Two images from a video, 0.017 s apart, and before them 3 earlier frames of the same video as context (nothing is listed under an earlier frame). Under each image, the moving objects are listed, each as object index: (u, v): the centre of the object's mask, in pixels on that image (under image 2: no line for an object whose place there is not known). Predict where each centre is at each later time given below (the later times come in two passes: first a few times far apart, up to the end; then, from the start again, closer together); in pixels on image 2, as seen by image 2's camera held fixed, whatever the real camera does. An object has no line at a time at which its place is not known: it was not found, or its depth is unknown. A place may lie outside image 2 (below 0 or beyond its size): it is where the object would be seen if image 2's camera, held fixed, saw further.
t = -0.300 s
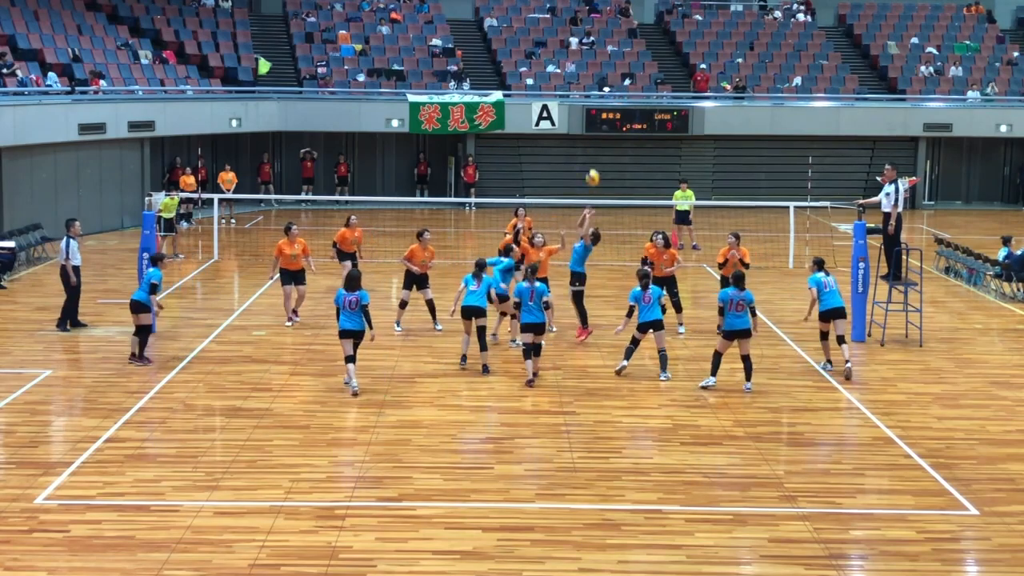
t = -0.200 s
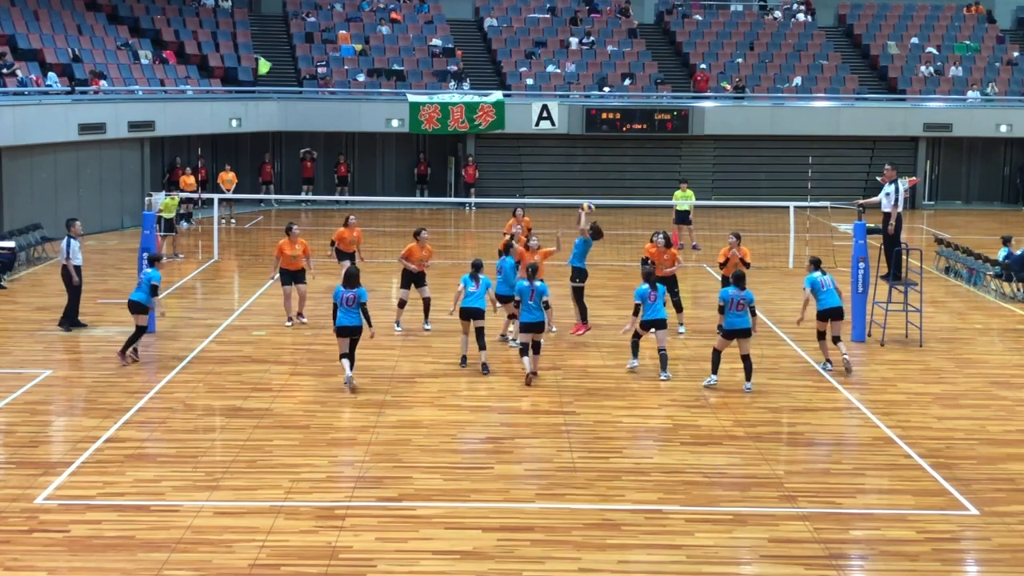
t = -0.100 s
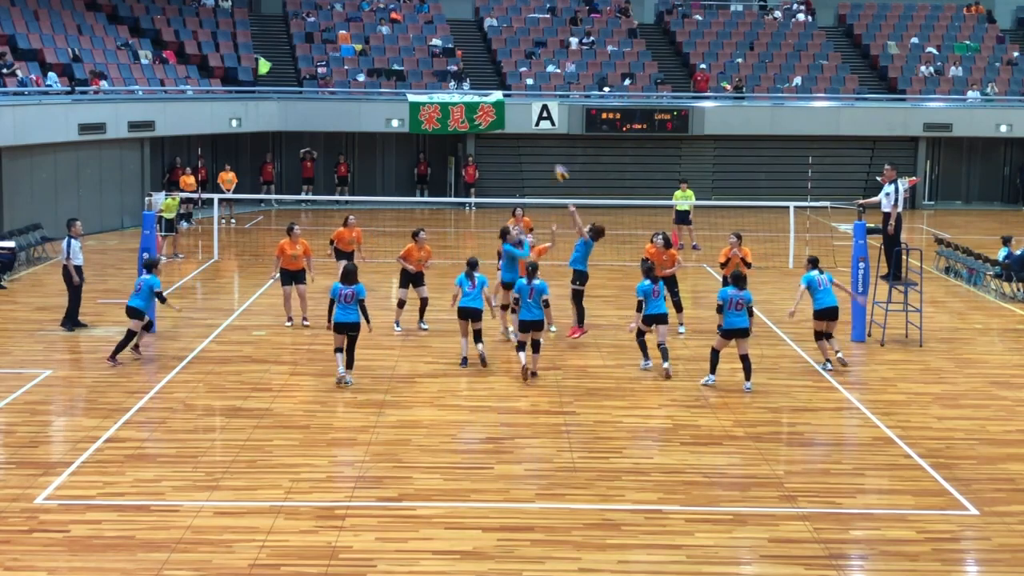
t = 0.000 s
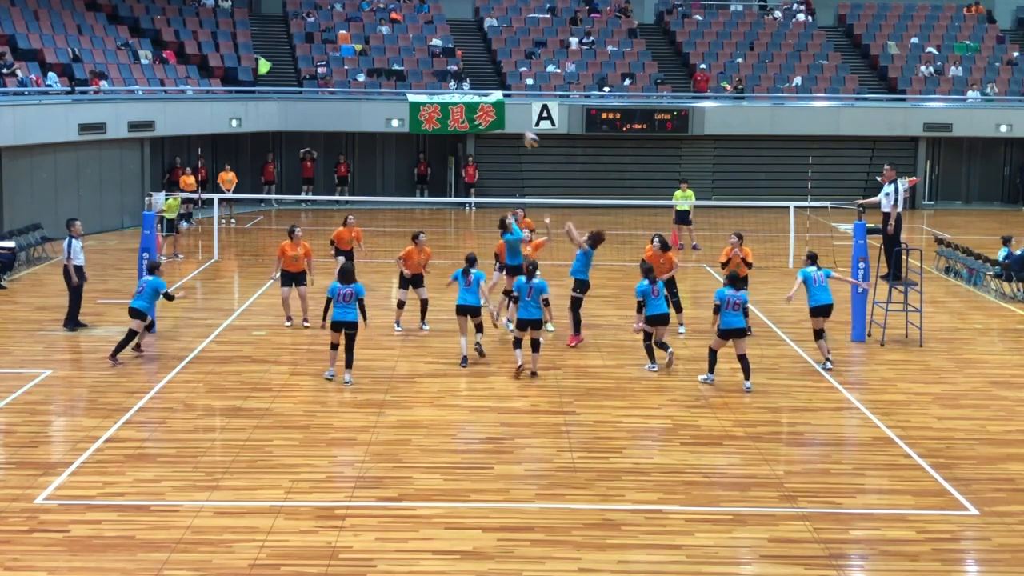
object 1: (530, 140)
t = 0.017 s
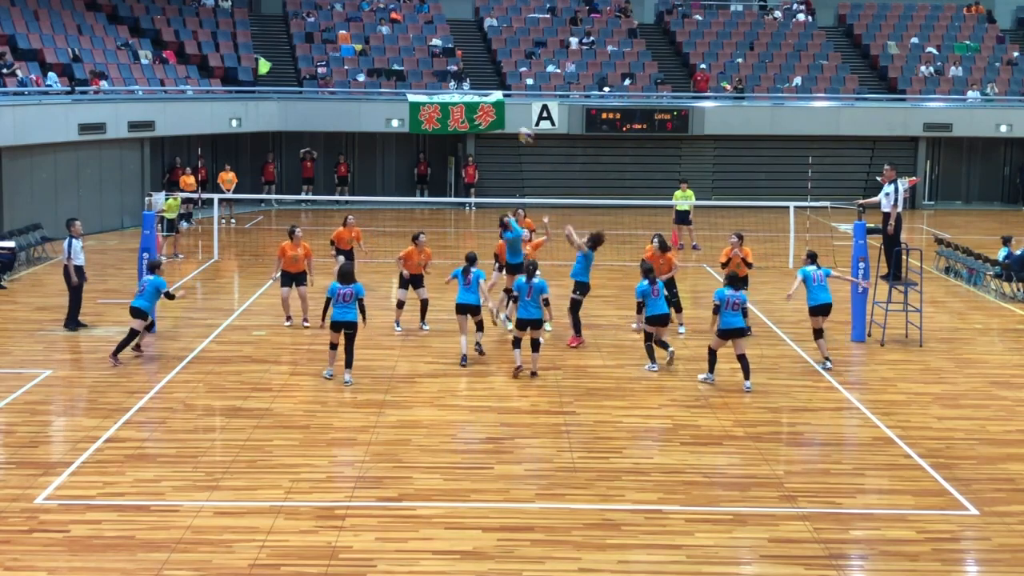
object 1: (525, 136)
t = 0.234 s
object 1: (460, 90)
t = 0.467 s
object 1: (392, 78)
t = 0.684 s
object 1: (330, 98)
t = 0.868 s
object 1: (277, 139)
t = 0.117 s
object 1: (496, 109)
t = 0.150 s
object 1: (485, 103)
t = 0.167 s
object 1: (479, 101)
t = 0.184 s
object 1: (475, 97)
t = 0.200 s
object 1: (470, 95)
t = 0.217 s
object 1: (466, 92)
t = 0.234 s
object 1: (460, 90)
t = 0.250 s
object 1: (455, 87)
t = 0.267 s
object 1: (451, 85)
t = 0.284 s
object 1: (446, 84)
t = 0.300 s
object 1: (441, 83)
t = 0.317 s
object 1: (436, 81)
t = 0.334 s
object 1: (431, 79)
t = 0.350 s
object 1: (427, 79)
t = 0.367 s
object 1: (421, 78)
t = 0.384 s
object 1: (417, 77)
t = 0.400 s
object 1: (411, 77)
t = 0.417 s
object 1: (406, 77)
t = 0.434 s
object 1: (402, 77)
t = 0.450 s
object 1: (397, 77)
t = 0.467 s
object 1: (392, 78)
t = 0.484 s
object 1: (388, 79)
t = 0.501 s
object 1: (382, 80)
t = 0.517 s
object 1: (377, 80)
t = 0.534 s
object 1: (373, 81)
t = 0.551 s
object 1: (368, 82)
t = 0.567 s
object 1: (363, 83)
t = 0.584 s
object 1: (358, 85)
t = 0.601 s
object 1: (353, 87)
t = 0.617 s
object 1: (349, 88)
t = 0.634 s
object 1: (344, 91)
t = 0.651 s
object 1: (339, 93)
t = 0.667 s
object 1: (334, 96)
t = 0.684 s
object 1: (330, 98)
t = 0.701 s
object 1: (325, 101)
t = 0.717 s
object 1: (320, 104)
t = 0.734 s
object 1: (315, 107)
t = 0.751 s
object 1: (310, 110)
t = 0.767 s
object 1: (305, 114)
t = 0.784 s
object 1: (301, 118)
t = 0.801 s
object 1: (296, 121)
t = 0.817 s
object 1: (291, 126)
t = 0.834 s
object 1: (287, 130)
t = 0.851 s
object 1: (282, 135)
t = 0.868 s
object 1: (277, 139)
